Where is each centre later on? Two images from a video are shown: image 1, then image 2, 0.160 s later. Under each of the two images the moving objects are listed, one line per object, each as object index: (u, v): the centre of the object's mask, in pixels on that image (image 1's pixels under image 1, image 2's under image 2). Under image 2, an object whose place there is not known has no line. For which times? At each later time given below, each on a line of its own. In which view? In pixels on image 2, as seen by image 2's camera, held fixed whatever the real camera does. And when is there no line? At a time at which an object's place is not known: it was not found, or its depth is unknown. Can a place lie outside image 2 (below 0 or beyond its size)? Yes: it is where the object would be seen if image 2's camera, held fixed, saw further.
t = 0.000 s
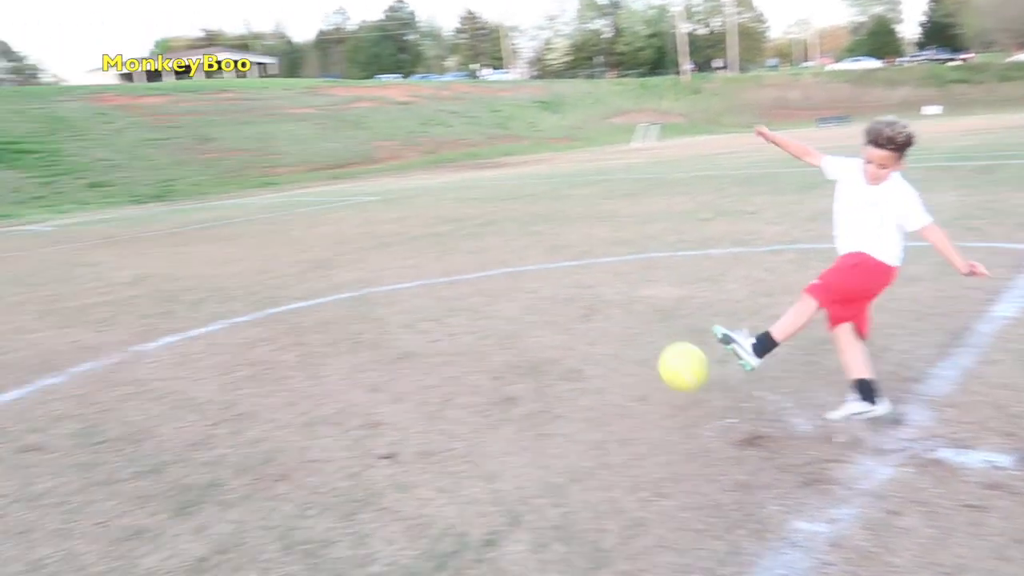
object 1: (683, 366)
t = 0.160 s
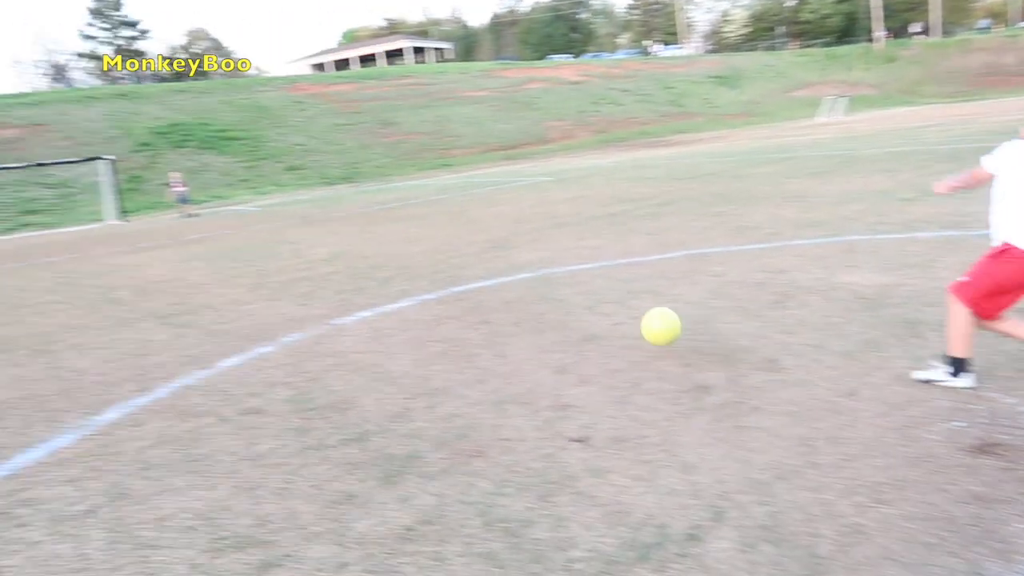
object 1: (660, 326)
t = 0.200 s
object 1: (621, 328)
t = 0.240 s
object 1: (589, 317)
